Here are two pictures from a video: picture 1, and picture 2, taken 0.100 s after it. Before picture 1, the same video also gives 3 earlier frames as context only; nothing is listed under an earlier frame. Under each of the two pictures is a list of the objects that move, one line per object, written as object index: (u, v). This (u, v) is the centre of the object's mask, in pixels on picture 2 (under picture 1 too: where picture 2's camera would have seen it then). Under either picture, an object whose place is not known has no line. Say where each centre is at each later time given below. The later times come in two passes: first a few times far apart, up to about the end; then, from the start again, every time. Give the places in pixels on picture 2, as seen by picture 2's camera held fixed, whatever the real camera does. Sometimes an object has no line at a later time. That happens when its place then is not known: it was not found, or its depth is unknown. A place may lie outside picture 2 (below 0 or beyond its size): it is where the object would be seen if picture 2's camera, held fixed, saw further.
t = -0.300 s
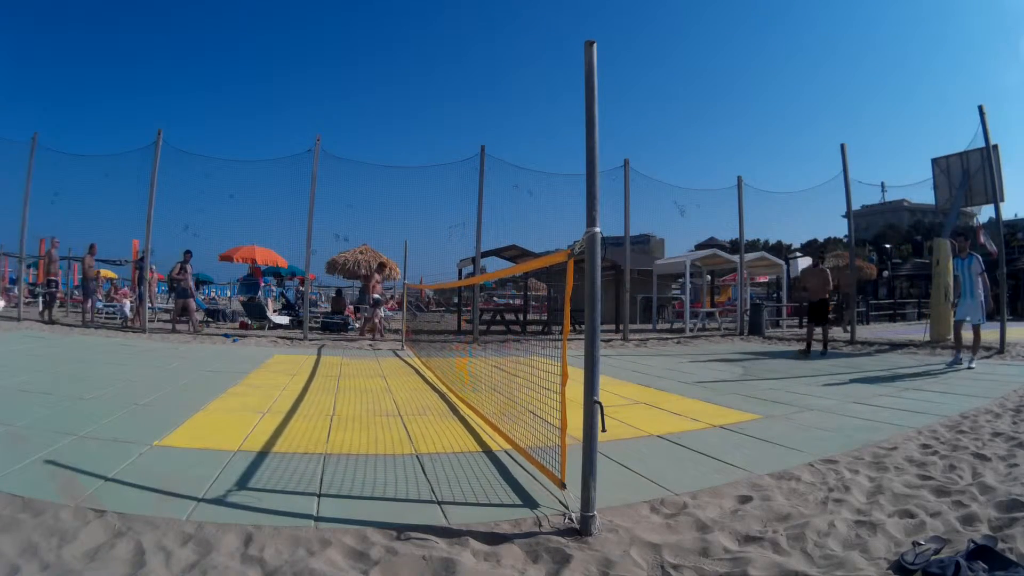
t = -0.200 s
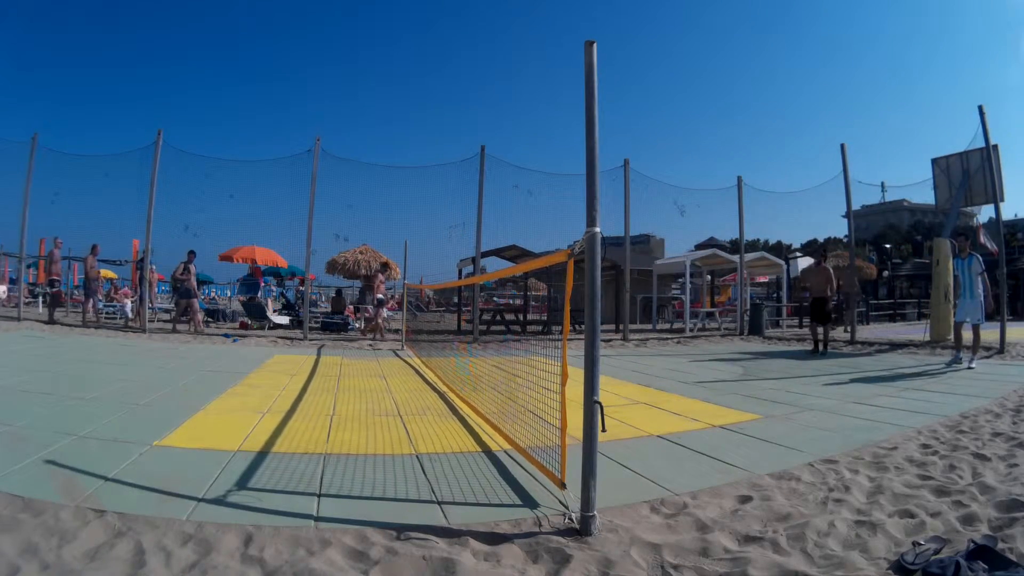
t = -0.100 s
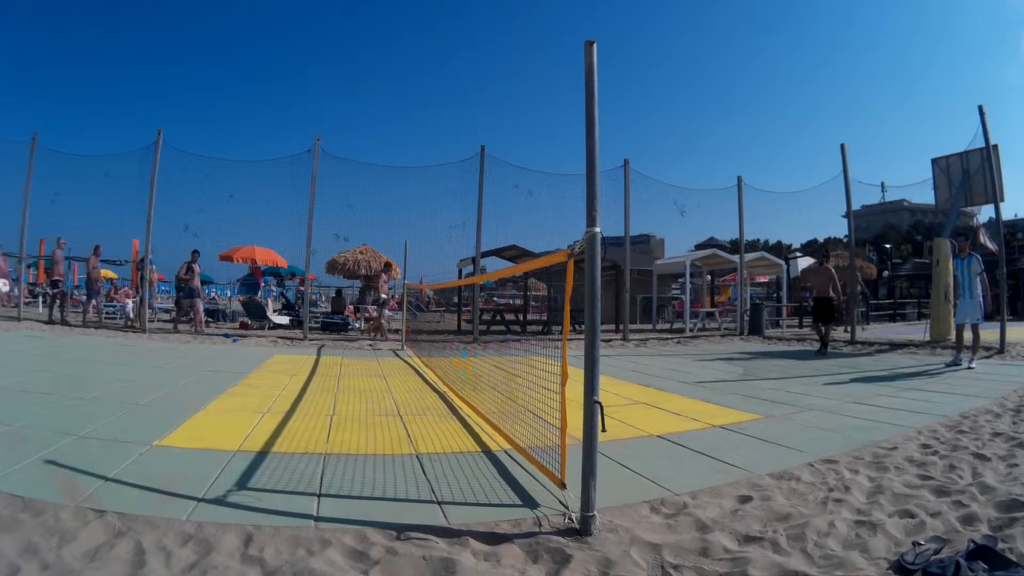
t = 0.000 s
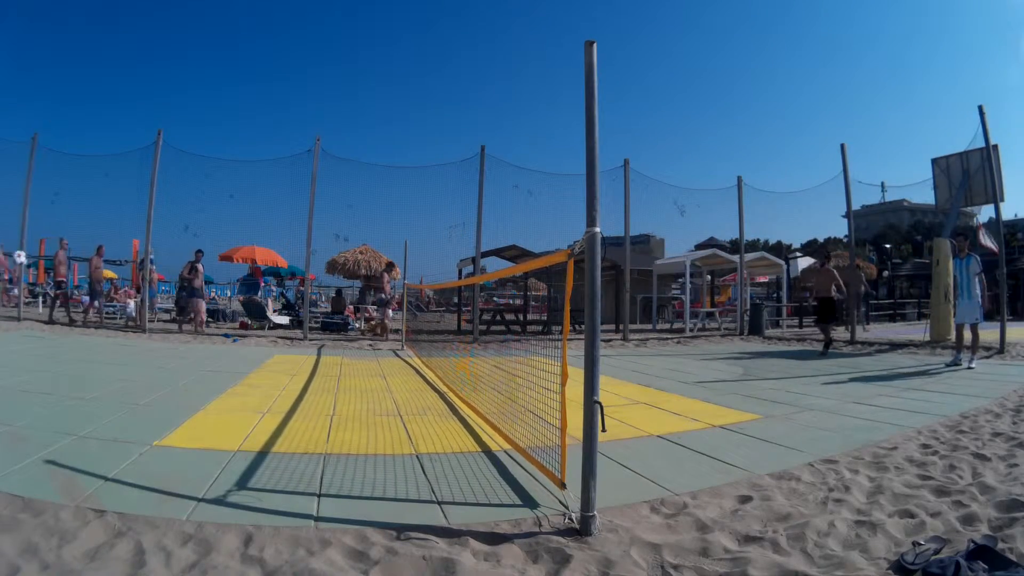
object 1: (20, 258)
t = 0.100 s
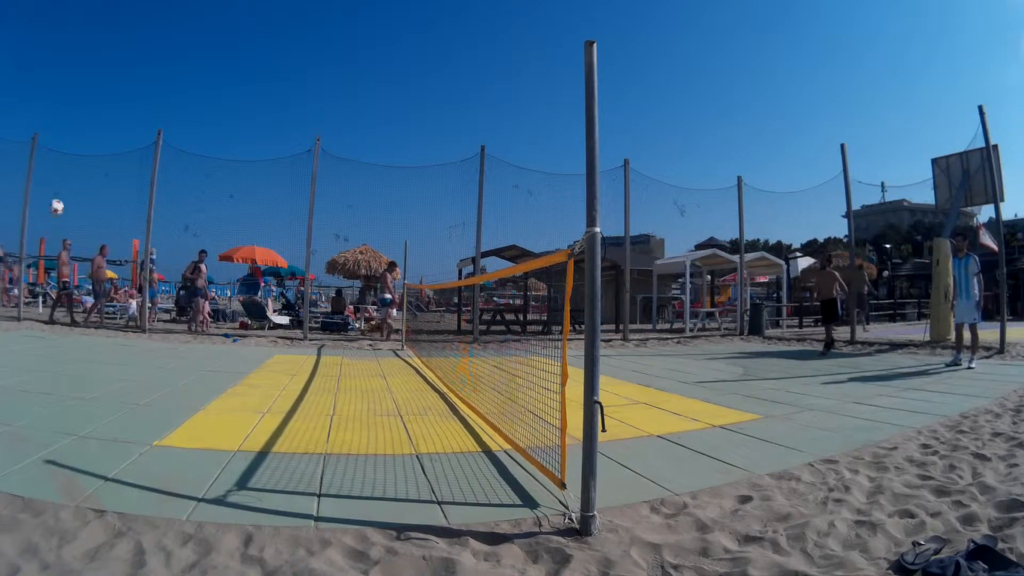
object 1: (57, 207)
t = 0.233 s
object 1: (109, 153)
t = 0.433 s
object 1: (192, 98)
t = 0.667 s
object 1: (289, 76)
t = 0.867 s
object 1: (367, 92)
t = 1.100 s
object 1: (454, 147)
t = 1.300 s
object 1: (525, 225)
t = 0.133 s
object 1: (70, 192)
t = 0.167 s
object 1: (83, 178)
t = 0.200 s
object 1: (96, 165)
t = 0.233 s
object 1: (109, 153)
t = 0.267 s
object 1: (123, 141)
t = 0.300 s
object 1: (136, 130)
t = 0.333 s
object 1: (151, 121)
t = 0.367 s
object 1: (165, 112)
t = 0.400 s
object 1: (179, 104)
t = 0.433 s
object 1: (192, 98)
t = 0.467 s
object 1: (206, 92)
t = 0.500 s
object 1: (220, 87)
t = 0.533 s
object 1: (234, 83)
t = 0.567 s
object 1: (248, 80)
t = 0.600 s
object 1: (262, 78)
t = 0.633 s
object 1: (275, 77)
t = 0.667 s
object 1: (289, 76)
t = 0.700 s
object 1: (302, 77)
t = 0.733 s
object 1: (315, 78)
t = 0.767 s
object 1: (328, 80)
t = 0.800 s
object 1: (341, 83)
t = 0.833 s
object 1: (354, 87)
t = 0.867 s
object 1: (367, 92)
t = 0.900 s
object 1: (380, 97)
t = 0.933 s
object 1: (392, 103)
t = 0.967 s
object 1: (405, 111)
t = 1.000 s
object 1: (418, 118)
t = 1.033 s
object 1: (430, 127)
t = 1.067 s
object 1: (442, 137)
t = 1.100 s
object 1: (454, 147)
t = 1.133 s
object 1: (467, 158)
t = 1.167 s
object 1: (479, 170)
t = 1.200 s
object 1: (491, 182)
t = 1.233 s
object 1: (502, 196)
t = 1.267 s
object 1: (514, 211)
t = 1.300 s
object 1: (525, 225)
